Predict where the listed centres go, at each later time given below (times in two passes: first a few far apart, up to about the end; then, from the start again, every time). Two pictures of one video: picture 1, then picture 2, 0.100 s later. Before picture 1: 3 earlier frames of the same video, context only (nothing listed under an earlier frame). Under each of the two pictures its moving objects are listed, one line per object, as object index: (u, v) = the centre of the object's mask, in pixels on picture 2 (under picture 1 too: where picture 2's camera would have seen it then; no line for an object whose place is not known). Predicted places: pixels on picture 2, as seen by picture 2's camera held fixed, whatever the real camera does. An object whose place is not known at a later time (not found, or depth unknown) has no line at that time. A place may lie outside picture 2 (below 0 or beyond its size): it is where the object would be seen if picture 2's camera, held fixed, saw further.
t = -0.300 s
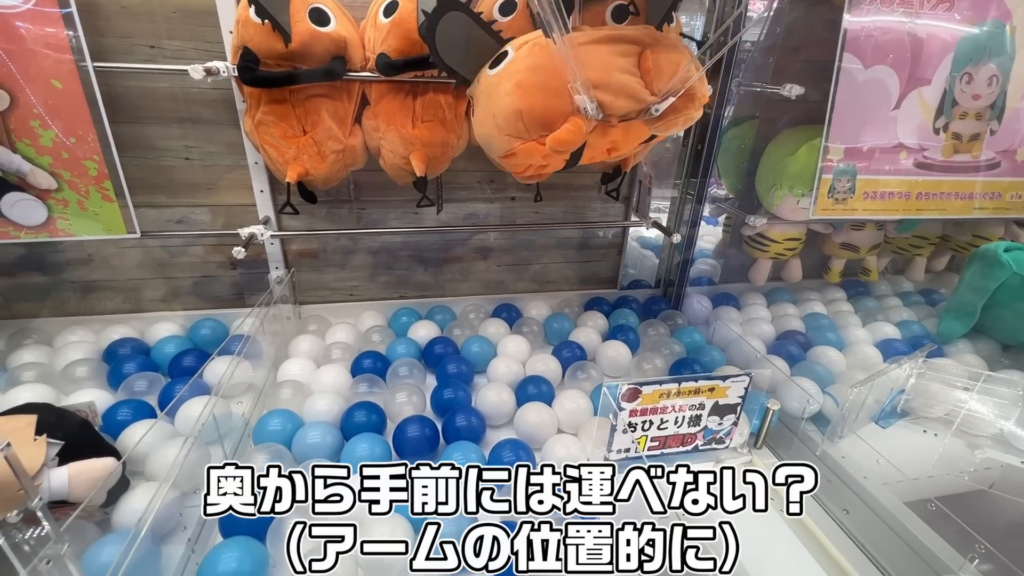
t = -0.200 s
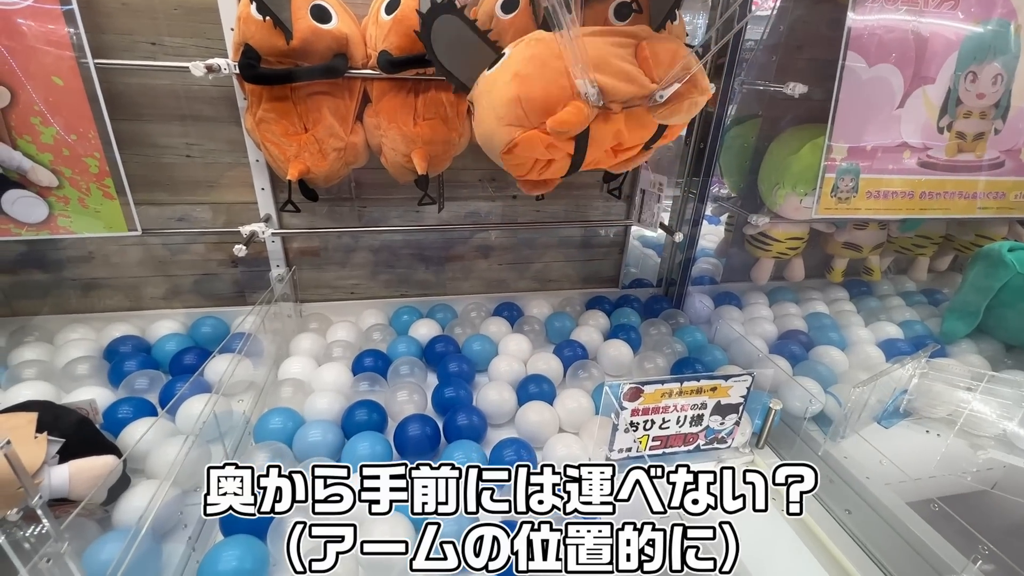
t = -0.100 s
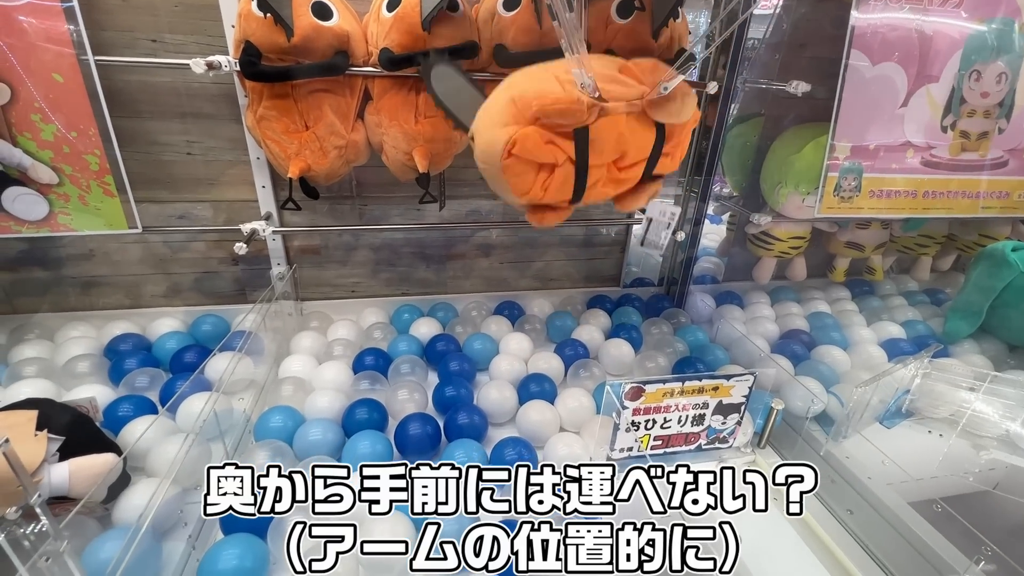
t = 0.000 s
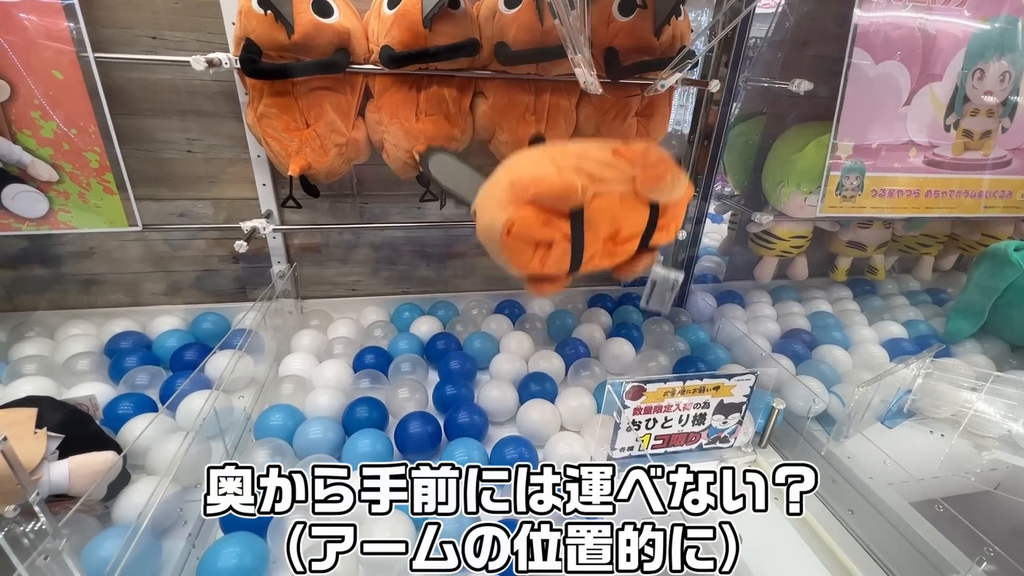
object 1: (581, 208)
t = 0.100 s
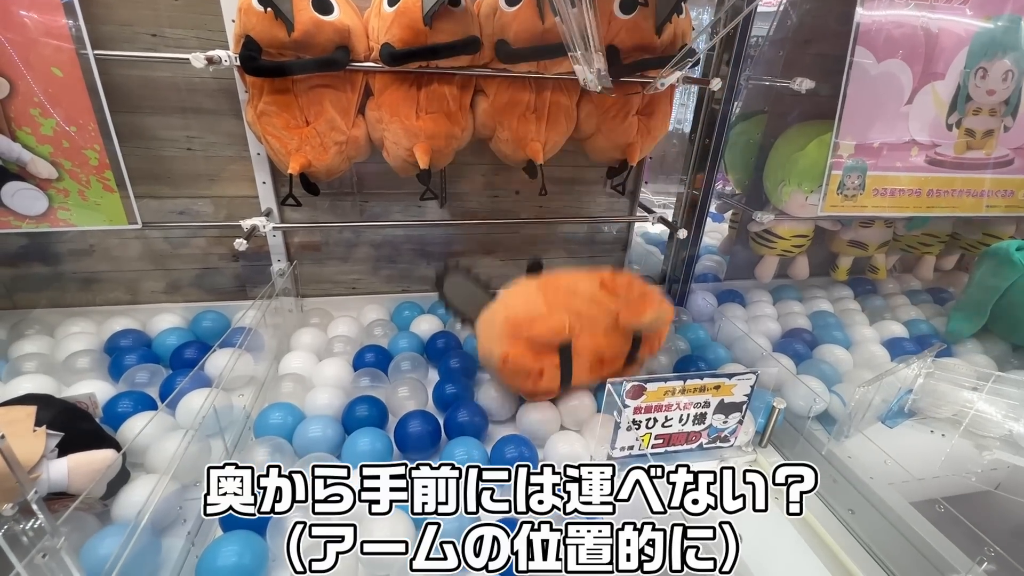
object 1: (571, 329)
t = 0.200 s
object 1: (576, 317)
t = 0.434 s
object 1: (586, 317)
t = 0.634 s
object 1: (586, 323)
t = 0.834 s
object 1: (587, 327)
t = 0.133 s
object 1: (566, 349)
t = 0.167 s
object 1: (570, 332)
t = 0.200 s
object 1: (576, 317)
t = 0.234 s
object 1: (579, 308)
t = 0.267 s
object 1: (583, 304)
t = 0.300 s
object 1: (585, 306)
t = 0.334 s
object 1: (586, 313)
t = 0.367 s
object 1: (587, 318)
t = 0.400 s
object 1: (587, 319)
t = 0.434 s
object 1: (586, 317)
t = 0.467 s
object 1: (585, 317)
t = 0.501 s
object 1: (584, 319)
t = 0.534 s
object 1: (583, 321)
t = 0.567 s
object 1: (584, 322)
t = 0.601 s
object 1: (585, 322)
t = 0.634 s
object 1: (586, 323)
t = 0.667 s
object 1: (586, 324)
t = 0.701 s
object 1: (587, 324)
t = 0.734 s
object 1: (587, 325)
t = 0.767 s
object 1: (587, 326)
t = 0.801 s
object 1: (587, 326)
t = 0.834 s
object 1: (587, 327)
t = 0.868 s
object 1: (587, 328)
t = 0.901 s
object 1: (587, 329)
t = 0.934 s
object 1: (586, 330)
